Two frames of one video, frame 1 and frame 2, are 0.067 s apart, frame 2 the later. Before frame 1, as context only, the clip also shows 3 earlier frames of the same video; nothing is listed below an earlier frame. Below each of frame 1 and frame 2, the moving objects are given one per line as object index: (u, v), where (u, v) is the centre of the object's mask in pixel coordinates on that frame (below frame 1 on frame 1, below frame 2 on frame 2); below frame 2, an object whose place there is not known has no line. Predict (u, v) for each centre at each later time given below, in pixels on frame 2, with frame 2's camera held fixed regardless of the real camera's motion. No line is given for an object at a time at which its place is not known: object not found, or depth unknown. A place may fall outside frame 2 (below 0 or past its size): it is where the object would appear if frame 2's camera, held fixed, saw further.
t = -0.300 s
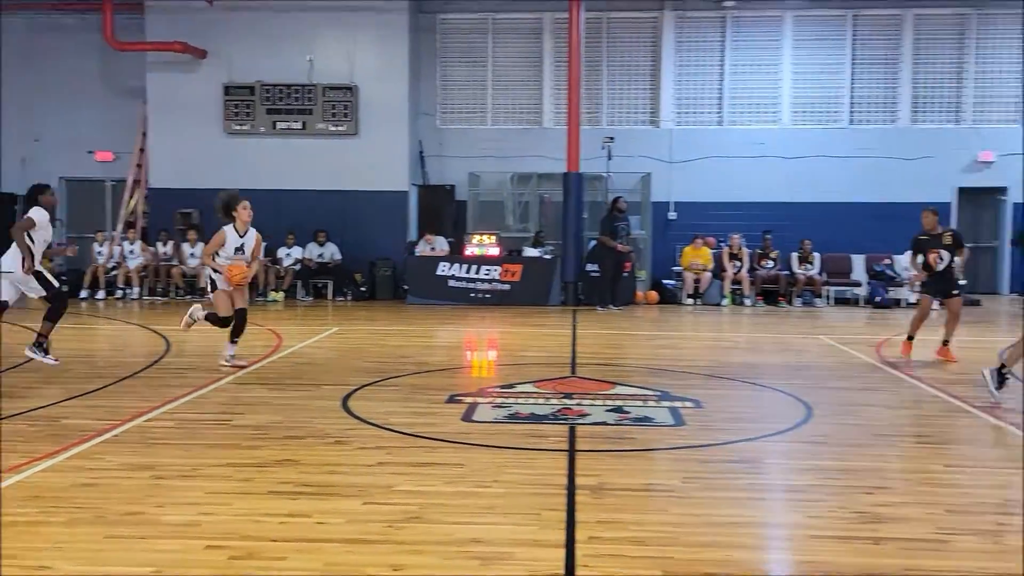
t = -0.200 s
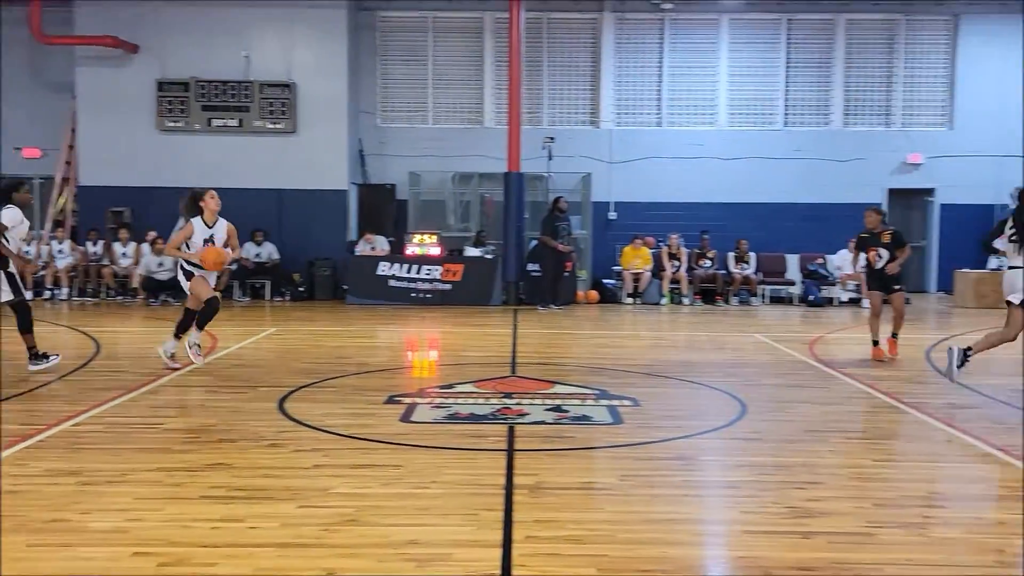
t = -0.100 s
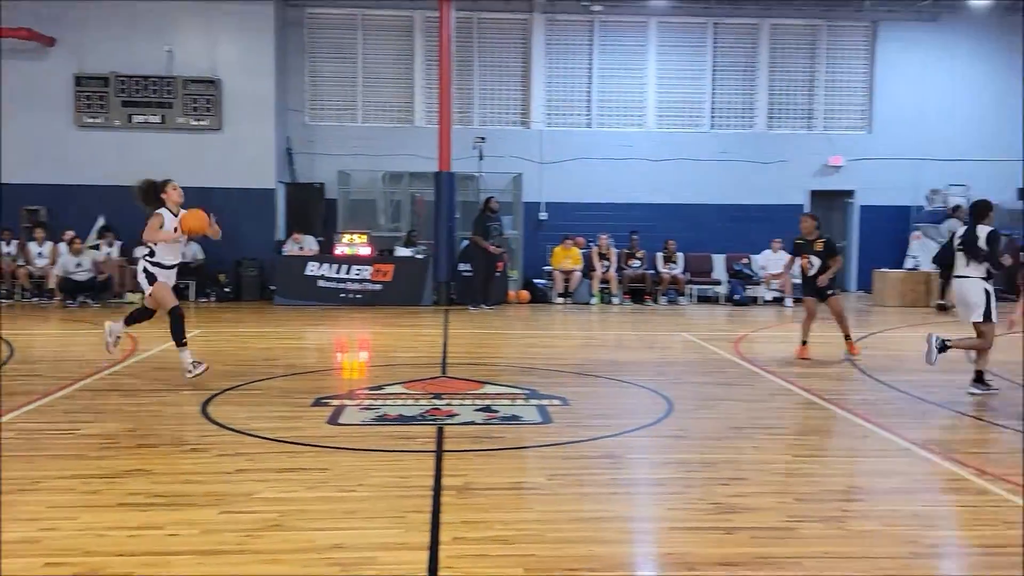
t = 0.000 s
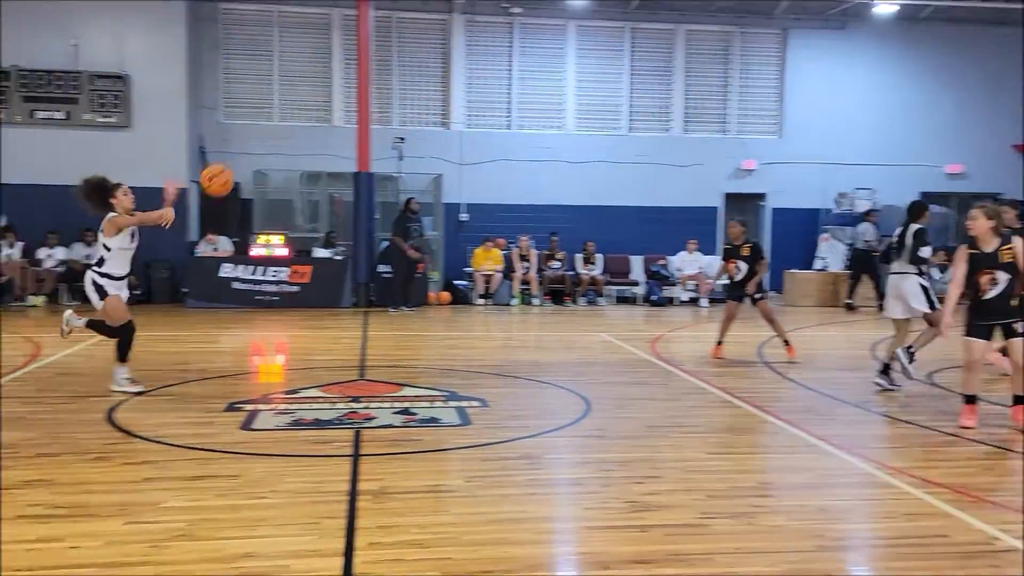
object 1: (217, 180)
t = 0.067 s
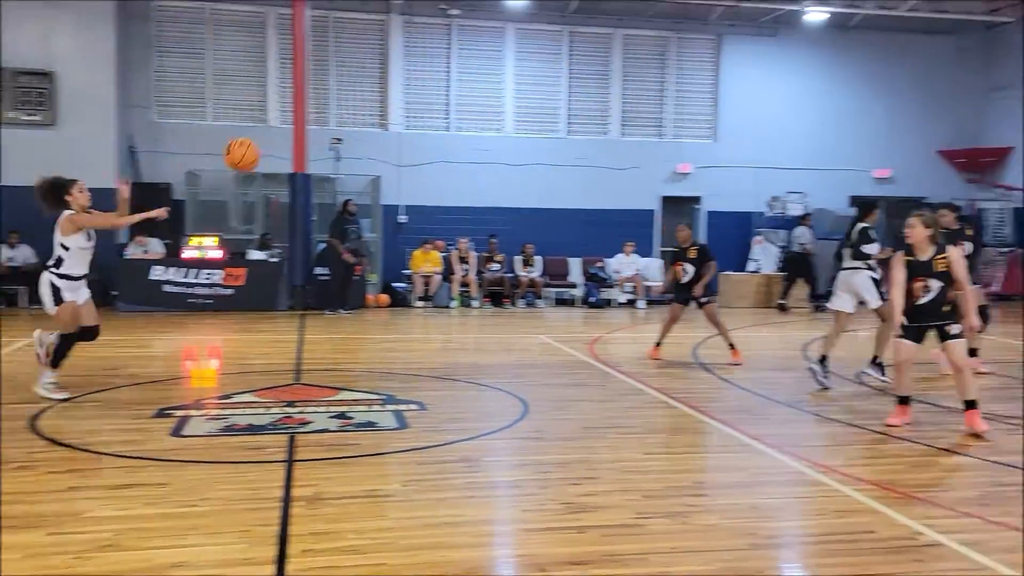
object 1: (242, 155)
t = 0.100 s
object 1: (290, 143)
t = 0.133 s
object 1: (341, 134)
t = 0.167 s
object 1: (395, 124)
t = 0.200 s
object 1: (452, 116)
